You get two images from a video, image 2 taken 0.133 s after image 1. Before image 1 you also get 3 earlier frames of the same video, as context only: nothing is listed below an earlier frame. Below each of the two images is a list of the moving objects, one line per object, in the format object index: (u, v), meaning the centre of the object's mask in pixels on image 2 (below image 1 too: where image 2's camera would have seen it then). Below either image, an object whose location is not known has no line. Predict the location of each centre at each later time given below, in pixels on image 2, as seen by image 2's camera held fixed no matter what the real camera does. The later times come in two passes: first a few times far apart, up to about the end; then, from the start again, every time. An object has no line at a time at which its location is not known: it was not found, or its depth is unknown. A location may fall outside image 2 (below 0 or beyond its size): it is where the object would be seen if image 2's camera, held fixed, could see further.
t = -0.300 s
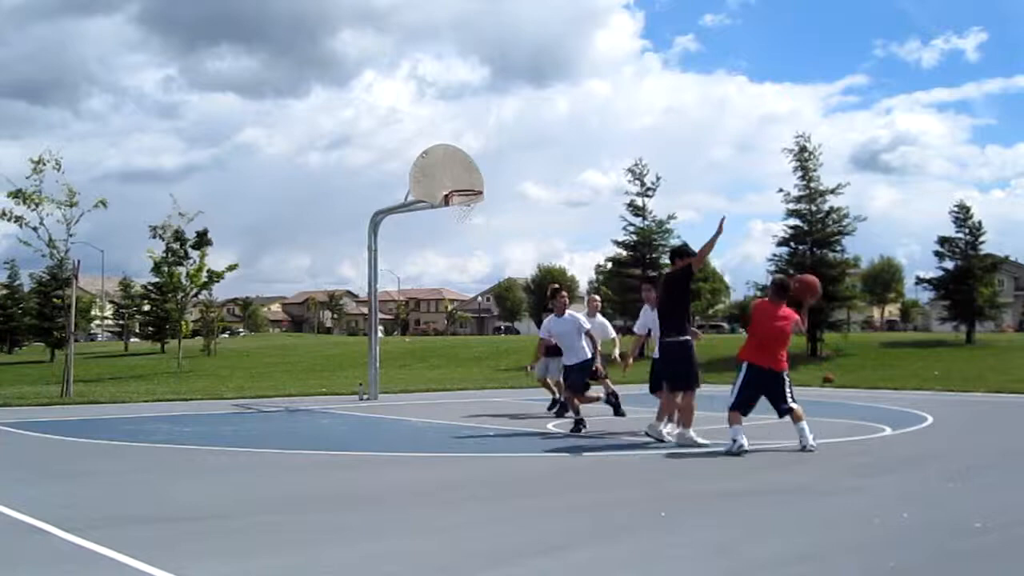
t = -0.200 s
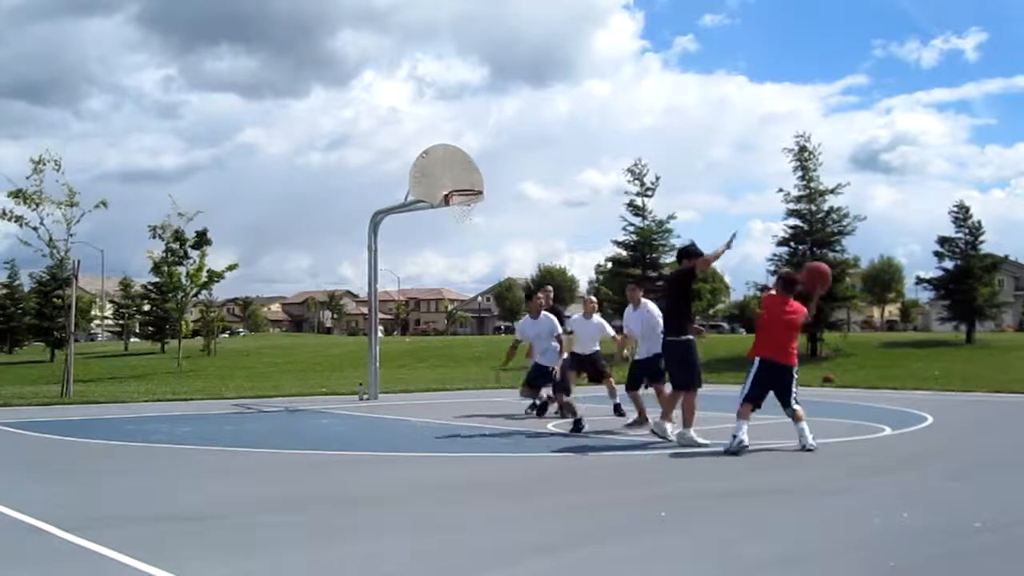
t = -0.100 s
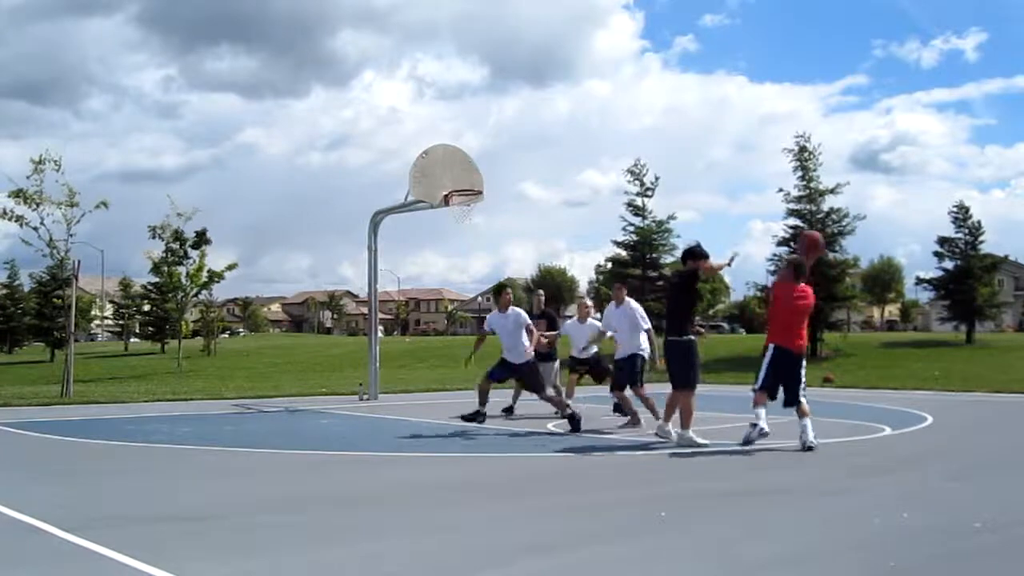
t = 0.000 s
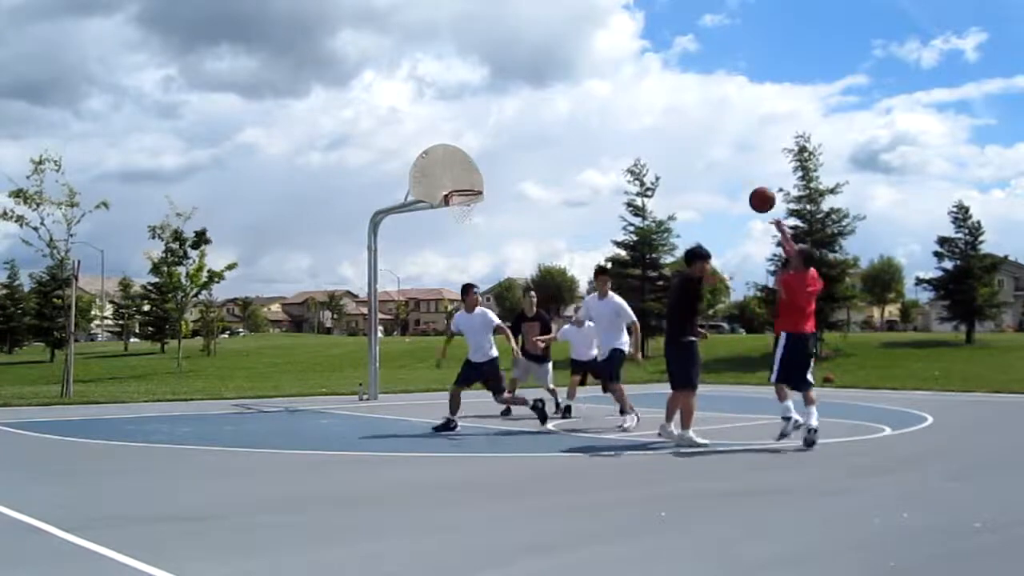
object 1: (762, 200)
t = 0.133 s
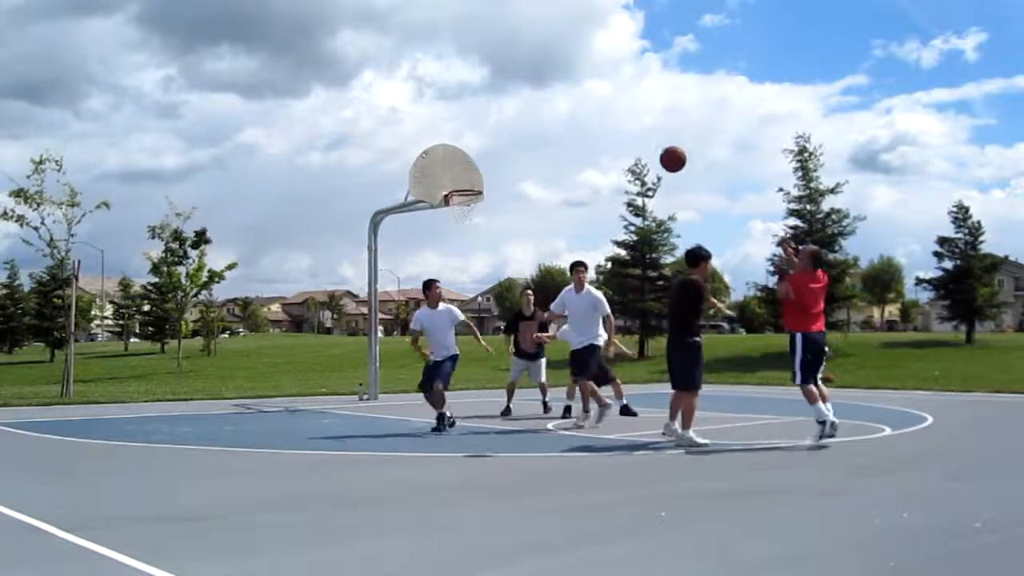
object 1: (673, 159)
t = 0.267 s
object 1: (584, 137)
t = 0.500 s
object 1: (432, 146)
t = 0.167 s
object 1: (650, 152)
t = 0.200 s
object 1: (629, 146)
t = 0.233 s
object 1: (606, 141)
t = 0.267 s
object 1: (584, 137)
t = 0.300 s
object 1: (562, 135)
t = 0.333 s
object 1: (540, 134)
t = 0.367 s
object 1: (518, 134)
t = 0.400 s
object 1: (497, 135)
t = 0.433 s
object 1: (475, 138)
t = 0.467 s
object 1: (454, 141)
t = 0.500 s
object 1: (432, 146)
